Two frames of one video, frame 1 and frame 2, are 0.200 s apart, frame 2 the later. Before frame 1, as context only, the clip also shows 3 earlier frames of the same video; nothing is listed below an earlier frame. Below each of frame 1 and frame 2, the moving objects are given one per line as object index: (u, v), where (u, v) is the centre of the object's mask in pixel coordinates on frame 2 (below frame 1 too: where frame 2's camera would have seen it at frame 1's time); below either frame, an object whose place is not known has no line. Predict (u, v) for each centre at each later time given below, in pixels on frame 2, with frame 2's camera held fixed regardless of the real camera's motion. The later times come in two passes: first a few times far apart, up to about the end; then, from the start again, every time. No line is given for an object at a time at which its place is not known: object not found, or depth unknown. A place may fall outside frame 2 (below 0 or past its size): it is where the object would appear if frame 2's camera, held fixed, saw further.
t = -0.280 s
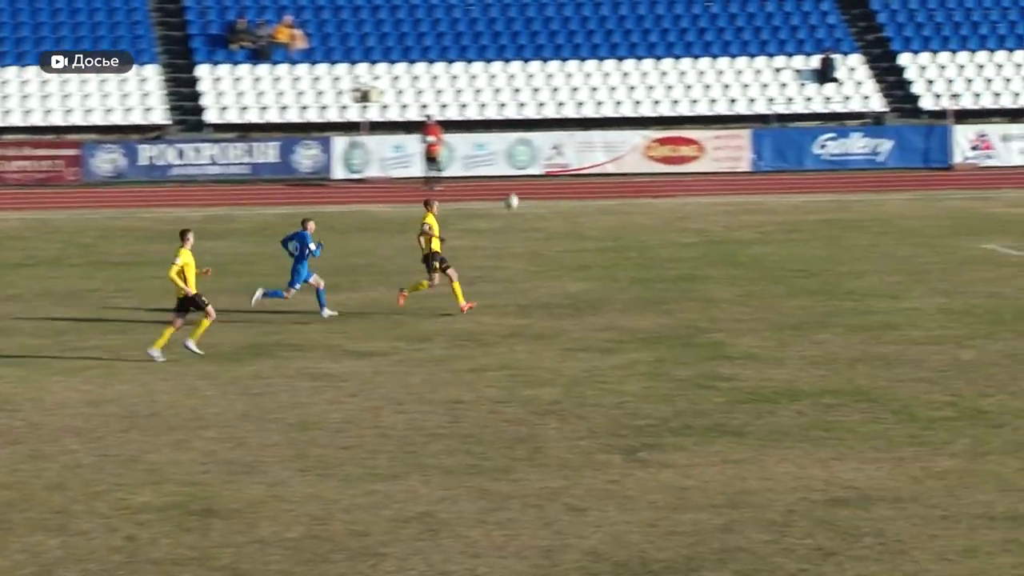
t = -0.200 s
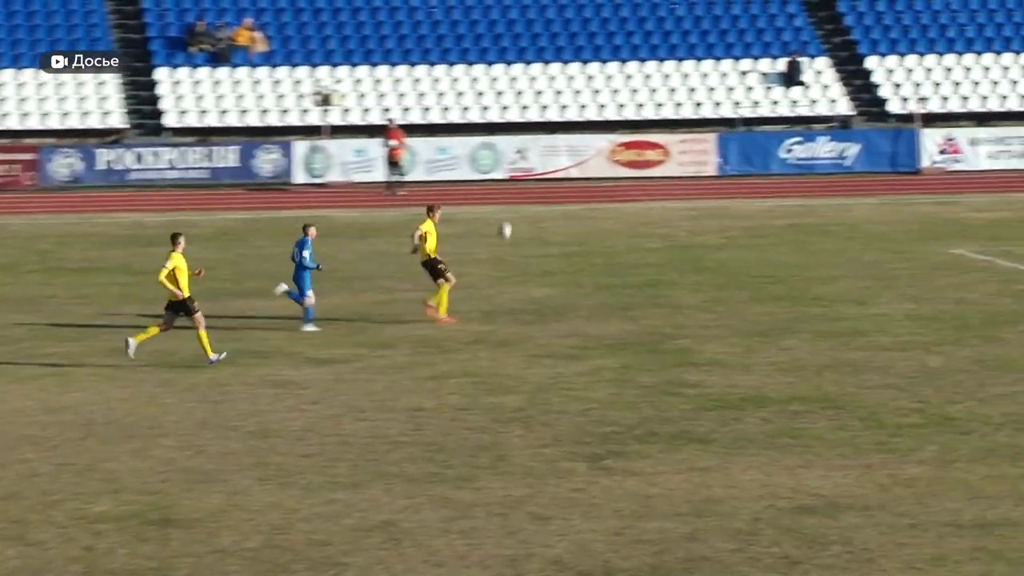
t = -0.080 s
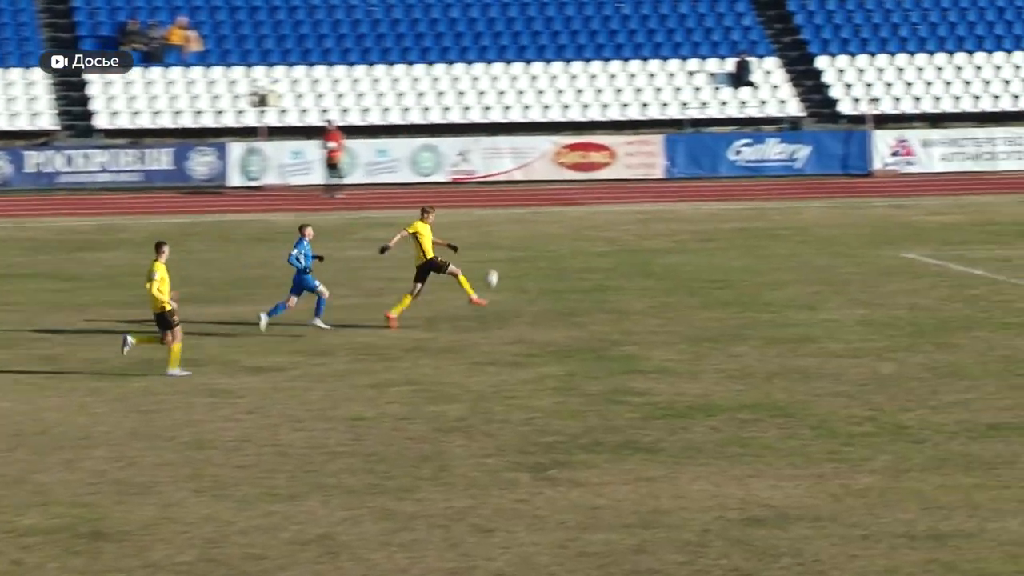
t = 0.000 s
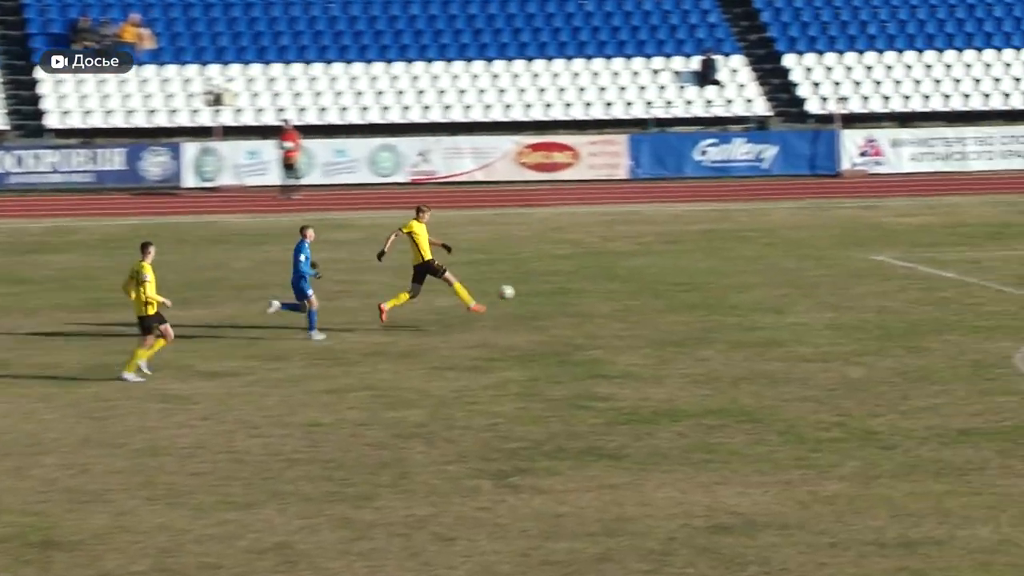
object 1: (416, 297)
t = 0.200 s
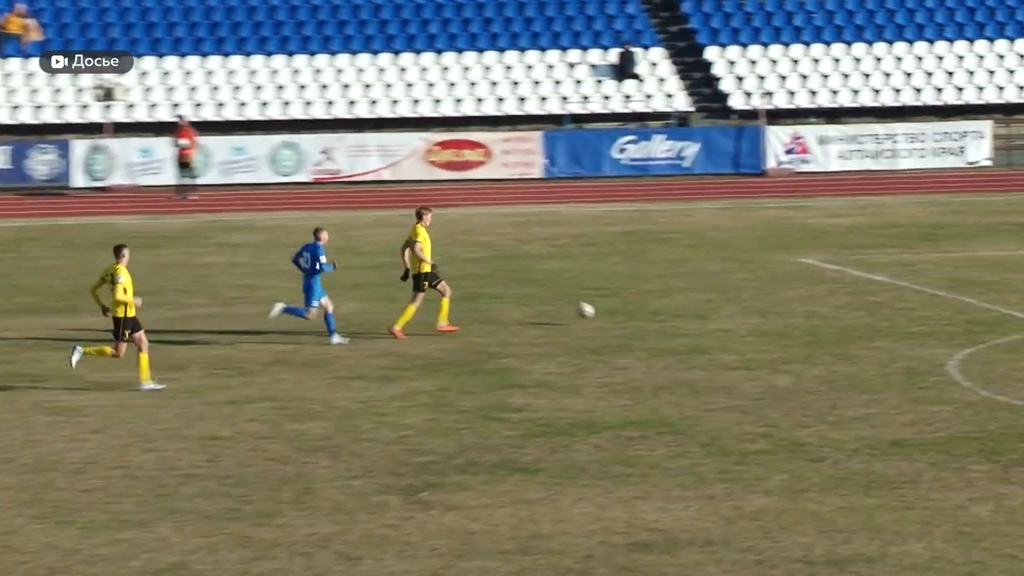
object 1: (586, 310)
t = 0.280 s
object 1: (642, 309)
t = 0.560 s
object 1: (800, 286)
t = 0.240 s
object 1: (619, 316)
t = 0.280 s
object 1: (642, 309)
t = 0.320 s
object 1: (664, 303)
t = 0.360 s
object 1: (686, 297)
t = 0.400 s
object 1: (709, 293)
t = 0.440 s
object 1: (732, 289)
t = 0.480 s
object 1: (755, 287)
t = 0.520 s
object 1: (777, 286)
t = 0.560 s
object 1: (800, 286)
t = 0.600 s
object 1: (822, 287)
